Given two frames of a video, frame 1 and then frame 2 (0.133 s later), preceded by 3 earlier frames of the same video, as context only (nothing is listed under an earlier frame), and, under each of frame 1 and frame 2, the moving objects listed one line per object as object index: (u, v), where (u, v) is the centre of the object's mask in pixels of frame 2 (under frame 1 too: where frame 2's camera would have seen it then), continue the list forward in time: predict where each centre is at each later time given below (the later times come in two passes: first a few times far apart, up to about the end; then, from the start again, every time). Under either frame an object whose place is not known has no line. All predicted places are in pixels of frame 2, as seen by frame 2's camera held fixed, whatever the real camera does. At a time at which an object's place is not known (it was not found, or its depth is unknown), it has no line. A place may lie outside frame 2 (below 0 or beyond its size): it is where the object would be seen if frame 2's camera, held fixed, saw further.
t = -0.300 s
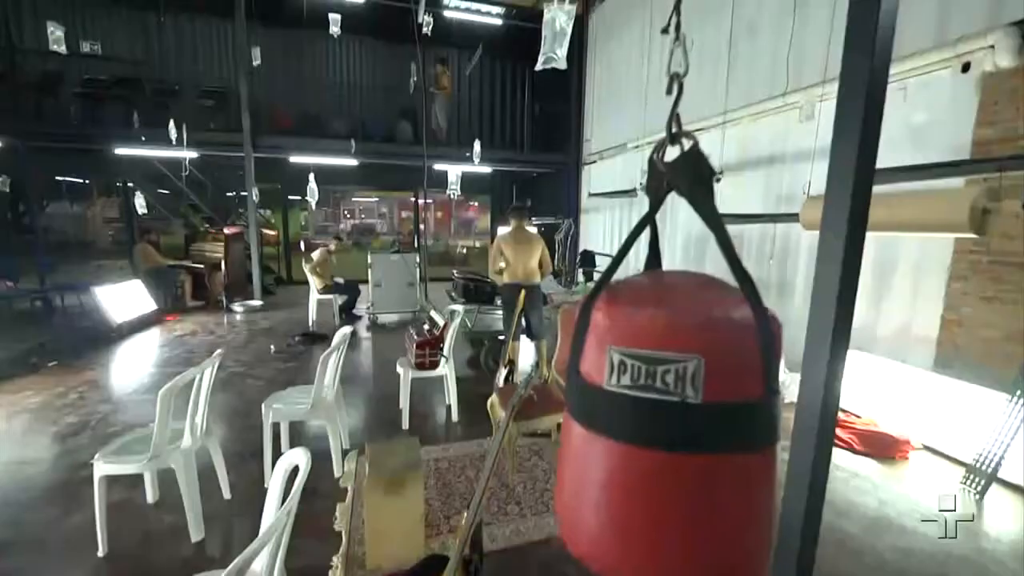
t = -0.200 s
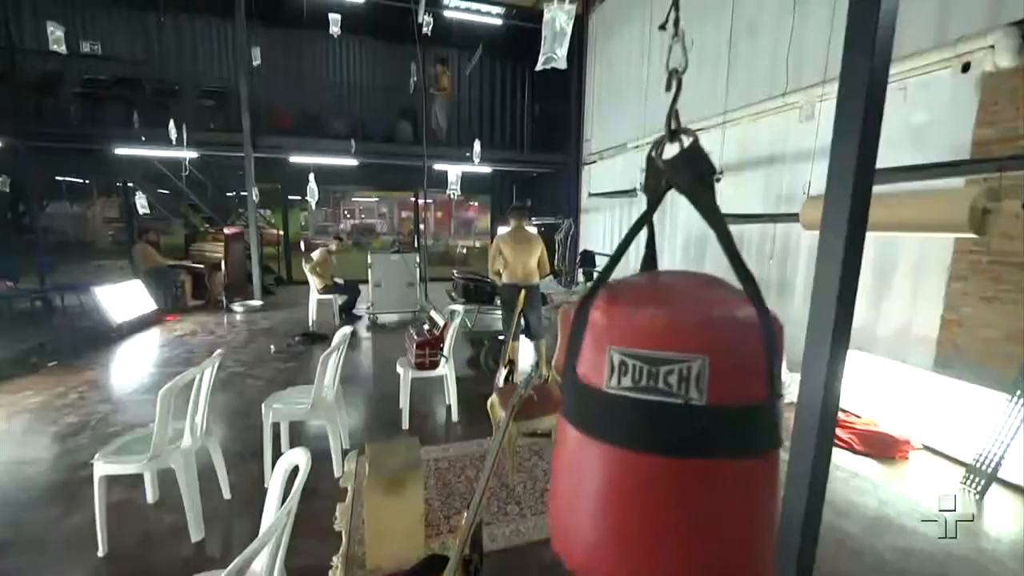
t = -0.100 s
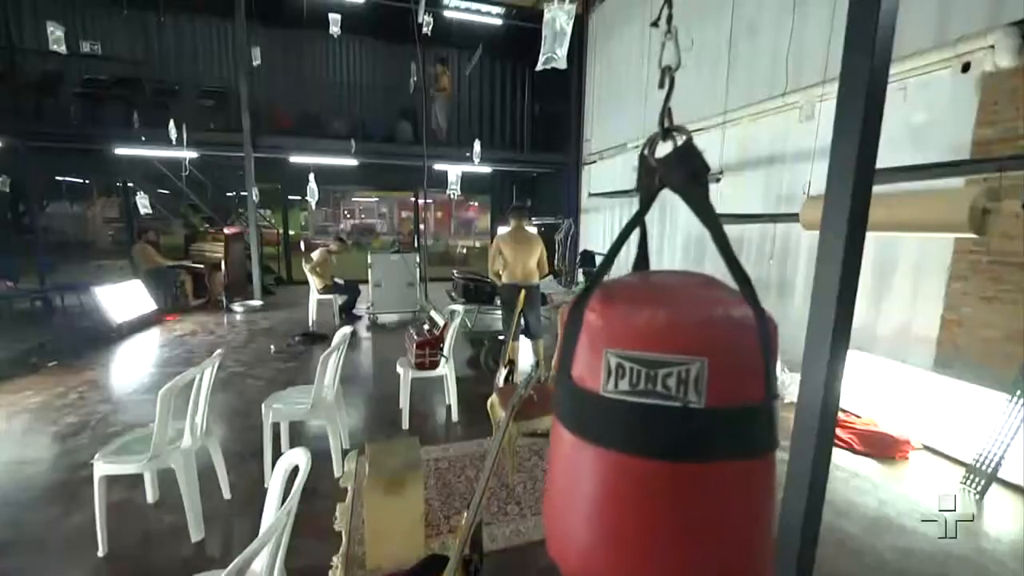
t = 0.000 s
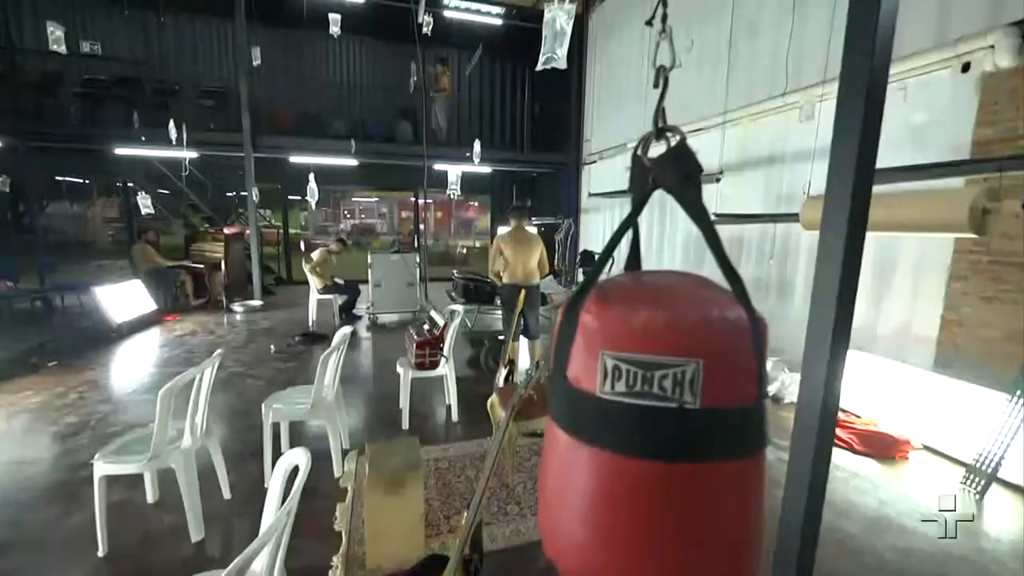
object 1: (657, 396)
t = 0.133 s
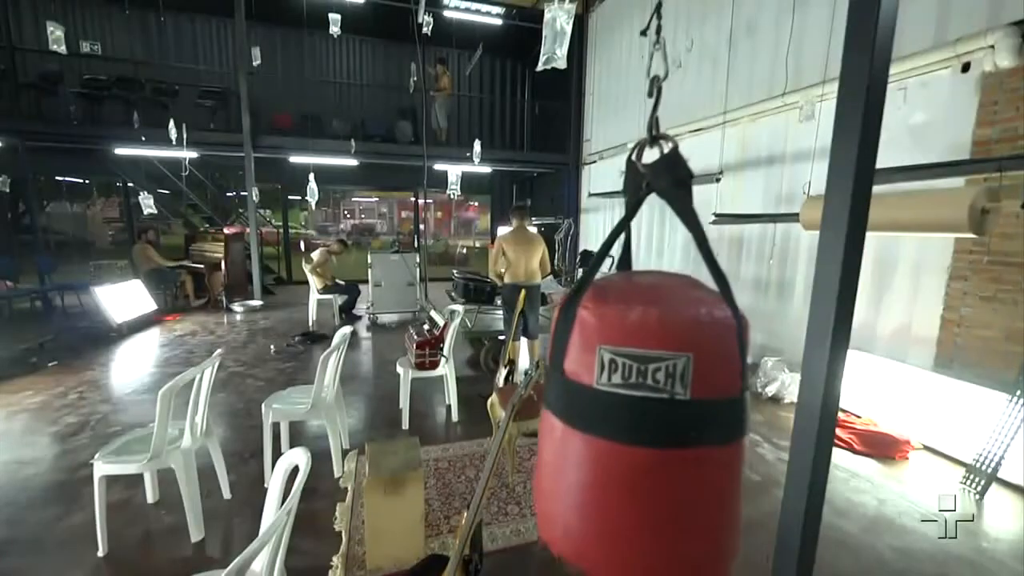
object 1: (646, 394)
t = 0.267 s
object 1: (634, 381)
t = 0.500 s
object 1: (620, 354)
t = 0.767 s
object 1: (614, 329)
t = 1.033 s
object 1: (617, 315)
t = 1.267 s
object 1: (622, 310)
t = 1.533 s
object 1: (636, 314)
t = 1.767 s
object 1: (650, 325)
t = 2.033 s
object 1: (670, 347)
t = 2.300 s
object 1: (692, 378)
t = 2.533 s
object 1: (700, 392)
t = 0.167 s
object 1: (644, 393)
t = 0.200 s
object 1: (640, 391)
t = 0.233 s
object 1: (637, 386)
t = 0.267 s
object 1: (634, 381)
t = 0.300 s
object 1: (631, 379)
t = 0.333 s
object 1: (629, 374)
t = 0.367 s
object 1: (627, 369)
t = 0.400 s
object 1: (624, 365)
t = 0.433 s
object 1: (622, 361)
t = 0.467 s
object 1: (621, 358)
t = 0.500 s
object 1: (620, 354)
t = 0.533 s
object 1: (619, 350)
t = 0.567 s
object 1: (617, 346)
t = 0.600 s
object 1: (616, 344)
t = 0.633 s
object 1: (616, 340)
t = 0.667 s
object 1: (615, 337)
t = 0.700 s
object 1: (615, 334)
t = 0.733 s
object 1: (614, 332)
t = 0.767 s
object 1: (614, 329)
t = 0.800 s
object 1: (614, 326)
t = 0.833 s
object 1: (614, 325)
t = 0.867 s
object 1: (614, 323)
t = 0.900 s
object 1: (615, 321)
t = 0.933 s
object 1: (615, 319)
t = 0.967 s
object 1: (616, 317)
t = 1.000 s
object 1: (616, 316)
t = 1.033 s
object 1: (617, 315)
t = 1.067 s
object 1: (617, 315)
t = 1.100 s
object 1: (617, 313)
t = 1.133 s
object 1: (618, 313)
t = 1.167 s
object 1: (619, 312)
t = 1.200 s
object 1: (620, 312)
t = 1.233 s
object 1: (621, 311)
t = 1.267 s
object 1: (622, 310)
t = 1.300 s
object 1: (623, 311)
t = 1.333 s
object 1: (624, 311)
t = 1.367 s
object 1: (625, 311)
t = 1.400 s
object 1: (626, 312)
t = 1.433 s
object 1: (627, 313)
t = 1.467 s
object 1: (628, 314)
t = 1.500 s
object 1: (634, 313)
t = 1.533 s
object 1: (636, 314)
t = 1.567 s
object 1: (638, 314)
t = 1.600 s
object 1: (640, 316)
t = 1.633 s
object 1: (642, 318)
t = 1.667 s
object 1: (644, 319)
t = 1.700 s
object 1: (646, 321)
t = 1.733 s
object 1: (648, 322)
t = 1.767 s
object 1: (650, 325)
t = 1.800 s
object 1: (652, 327)
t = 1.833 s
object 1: (654, 330)
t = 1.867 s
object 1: (657, 332)
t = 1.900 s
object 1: (660, 334)
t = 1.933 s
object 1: (662, 338)
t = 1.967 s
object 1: (665, 341)
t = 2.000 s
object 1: (668, 344)
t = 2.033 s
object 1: (670, 347)
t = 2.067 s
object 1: (673, 350)
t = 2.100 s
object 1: (676, 354)
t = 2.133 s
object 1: (678, 358)
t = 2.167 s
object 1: (681, 361)
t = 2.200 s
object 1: (684, 365)
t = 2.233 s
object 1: (687, 371)
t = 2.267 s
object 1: (690, 374)
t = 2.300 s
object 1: (692, 378)
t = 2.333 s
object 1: (695, 383)
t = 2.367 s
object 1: (697, 385)
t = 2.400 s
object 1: (698, 390)
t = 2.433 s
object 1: (700, 391)
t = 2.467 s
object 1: (700, 392)
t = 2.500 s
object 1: (700, 392)
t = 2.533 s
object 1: (700, 392)
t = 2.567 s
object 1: (699, 392)
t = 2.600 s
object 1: (698, 392)
